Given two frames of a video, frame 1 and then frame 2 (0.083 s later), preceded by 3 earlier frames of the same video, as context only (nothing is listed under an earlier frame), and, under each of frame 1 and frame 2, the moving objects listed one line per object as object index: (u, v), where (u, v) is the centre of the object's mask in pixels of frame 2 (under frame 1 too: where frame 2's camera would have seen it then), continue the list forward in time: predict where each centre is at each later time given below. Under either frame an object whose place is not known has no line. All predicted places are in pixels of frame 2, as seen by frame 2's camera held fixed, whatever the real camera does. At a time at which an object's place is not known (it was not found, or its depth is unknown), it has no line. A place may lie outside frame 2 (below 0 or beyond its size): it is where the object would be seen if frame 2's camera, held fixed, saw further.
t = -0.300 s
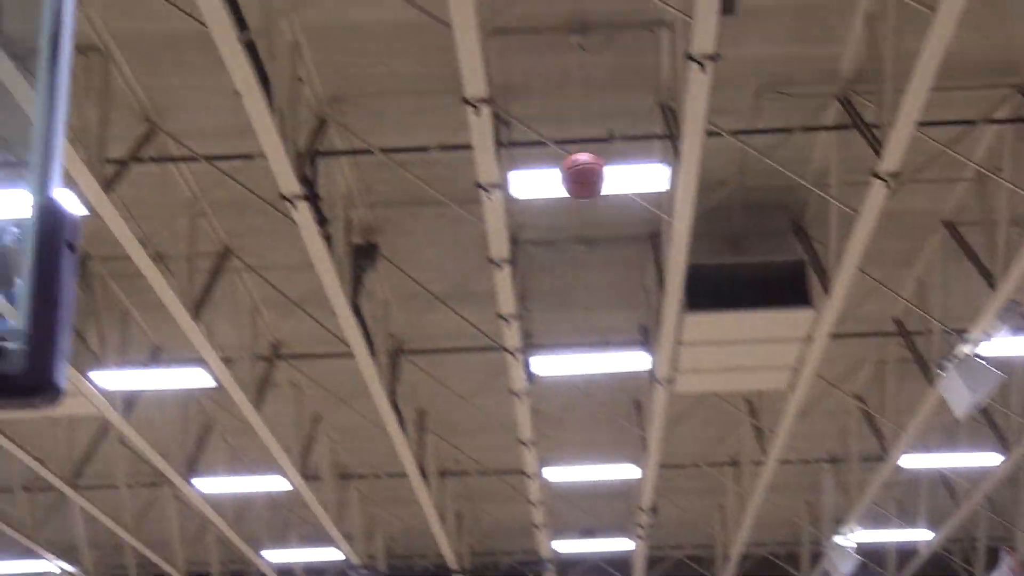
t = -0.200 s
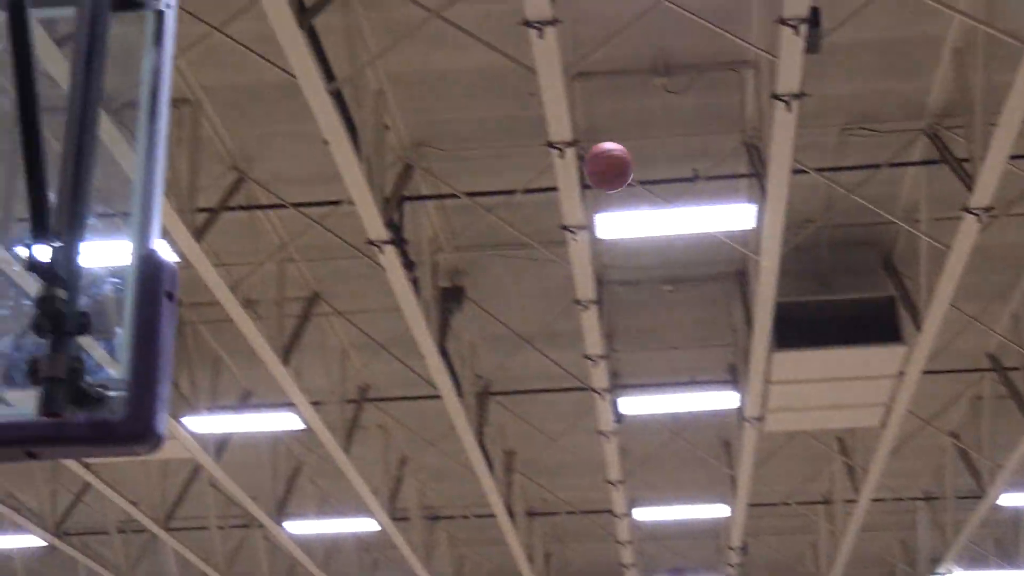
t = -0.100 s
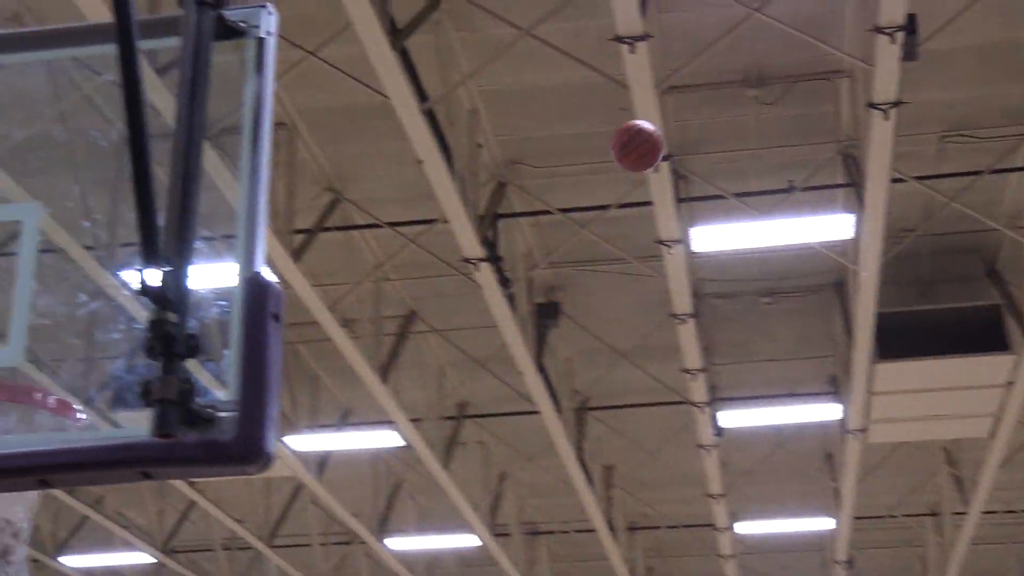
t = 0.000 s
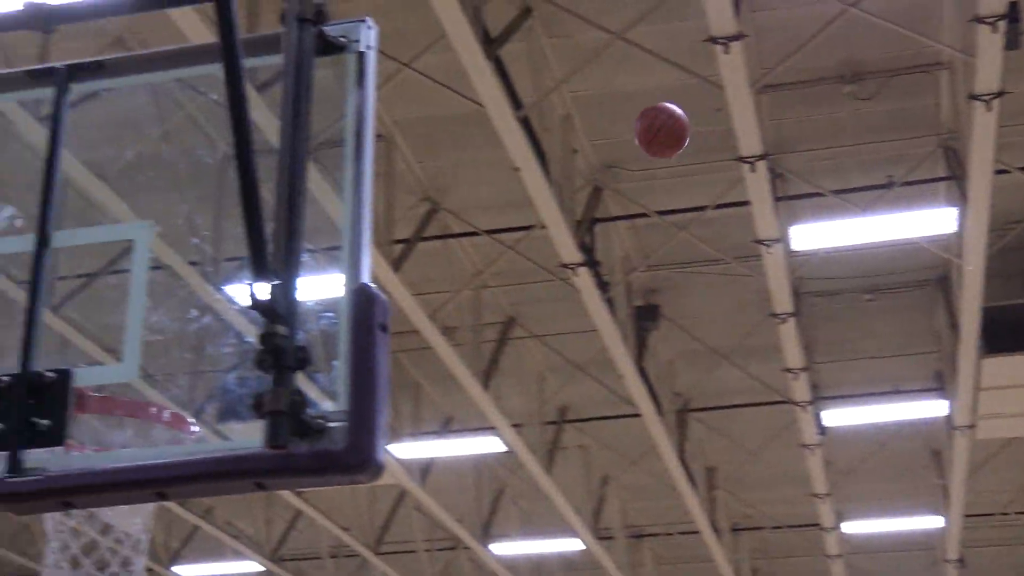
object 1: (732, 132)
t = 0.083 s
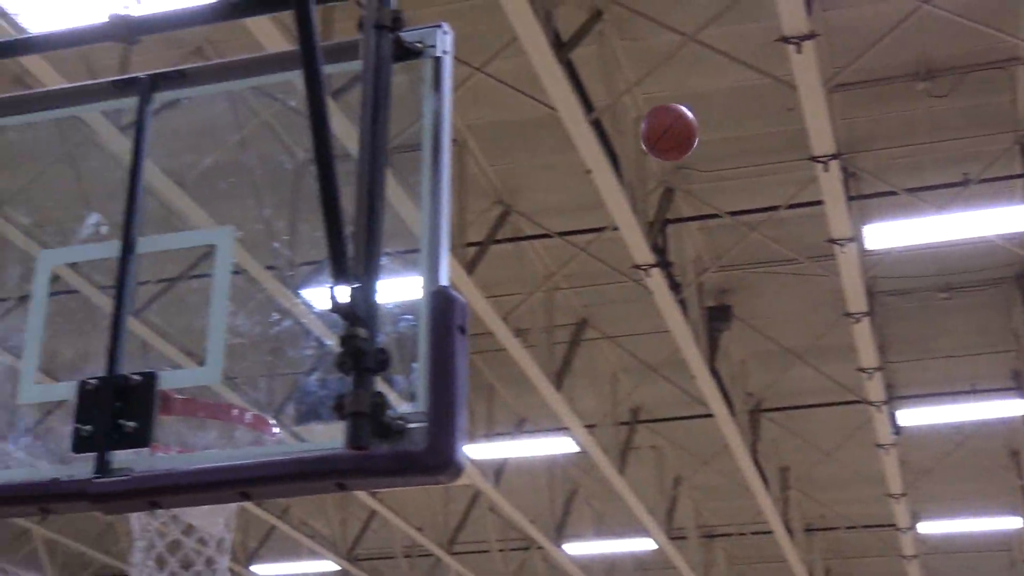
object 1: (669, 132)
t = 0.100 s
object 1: (656, 134)
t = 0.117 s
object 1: (643, 136)
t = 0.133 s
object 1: (629, 138)
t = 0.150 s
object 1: (616, 142)
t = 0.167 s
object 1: (601, 146)
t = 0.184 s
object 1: (586, 149)
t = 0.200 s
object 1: (570, 155)
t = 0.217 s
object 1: (555, 162)
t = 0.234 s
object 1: (539, 169)
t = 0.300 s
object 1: (478, 210)
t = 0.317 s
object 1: (470, 222)
